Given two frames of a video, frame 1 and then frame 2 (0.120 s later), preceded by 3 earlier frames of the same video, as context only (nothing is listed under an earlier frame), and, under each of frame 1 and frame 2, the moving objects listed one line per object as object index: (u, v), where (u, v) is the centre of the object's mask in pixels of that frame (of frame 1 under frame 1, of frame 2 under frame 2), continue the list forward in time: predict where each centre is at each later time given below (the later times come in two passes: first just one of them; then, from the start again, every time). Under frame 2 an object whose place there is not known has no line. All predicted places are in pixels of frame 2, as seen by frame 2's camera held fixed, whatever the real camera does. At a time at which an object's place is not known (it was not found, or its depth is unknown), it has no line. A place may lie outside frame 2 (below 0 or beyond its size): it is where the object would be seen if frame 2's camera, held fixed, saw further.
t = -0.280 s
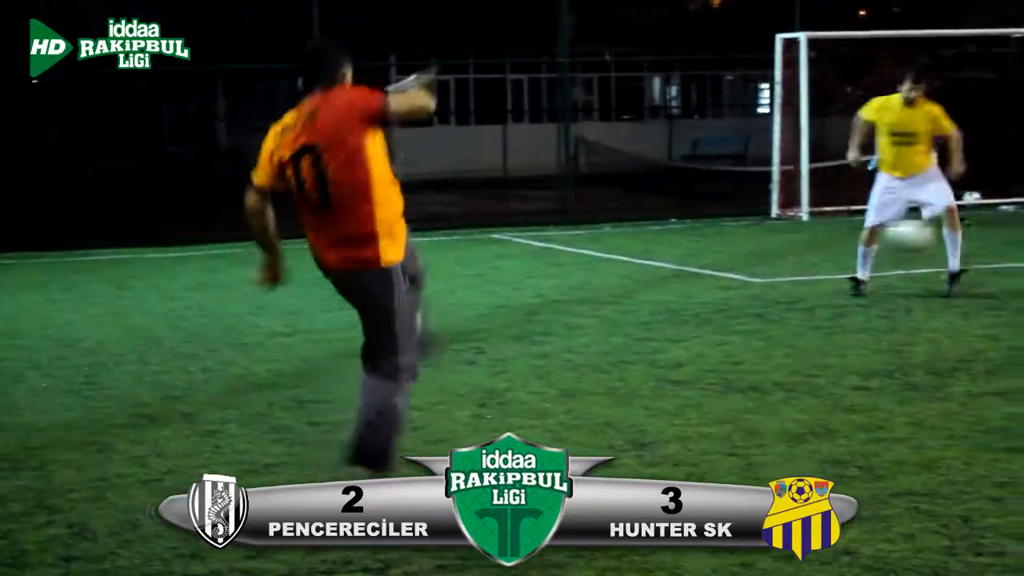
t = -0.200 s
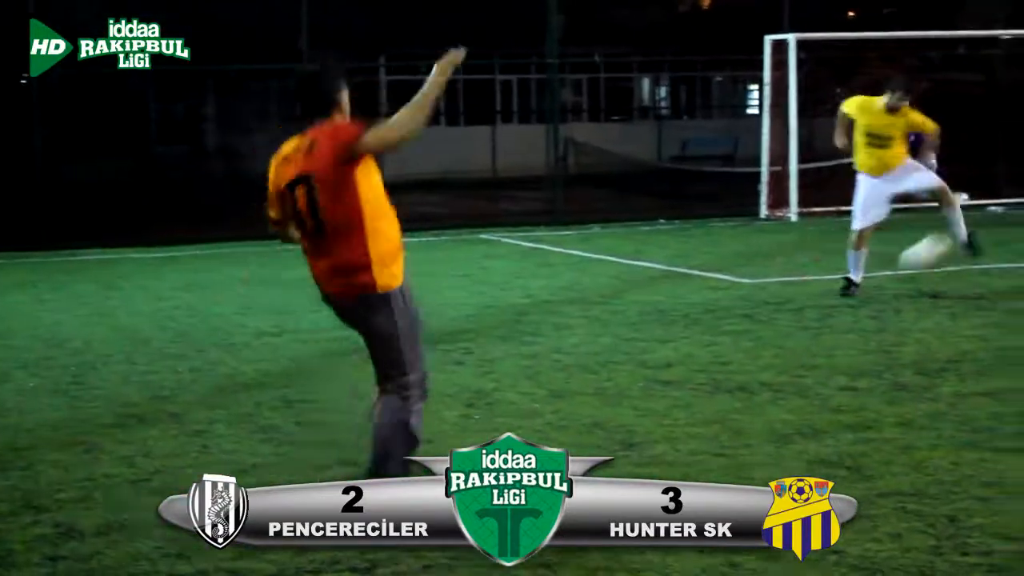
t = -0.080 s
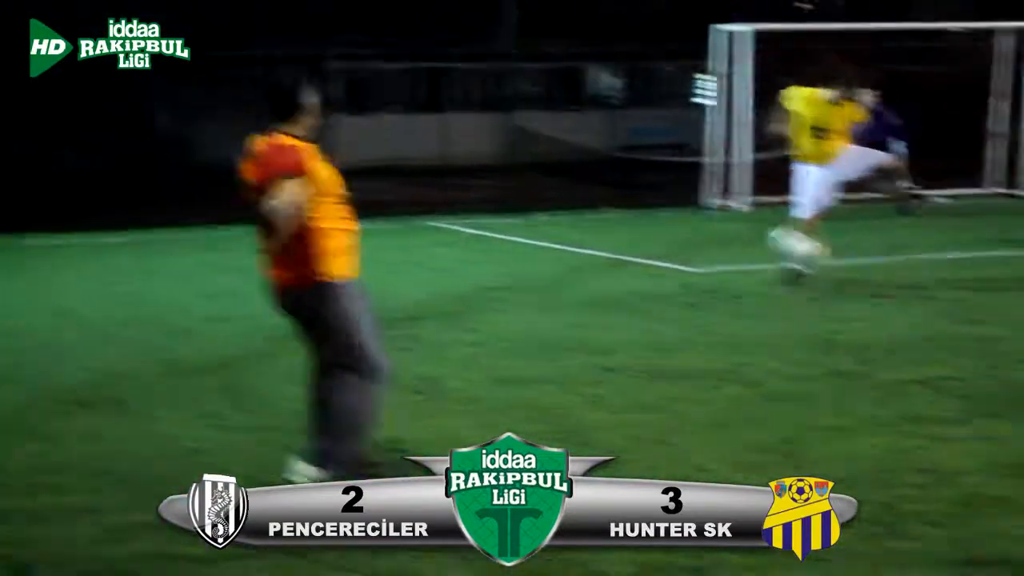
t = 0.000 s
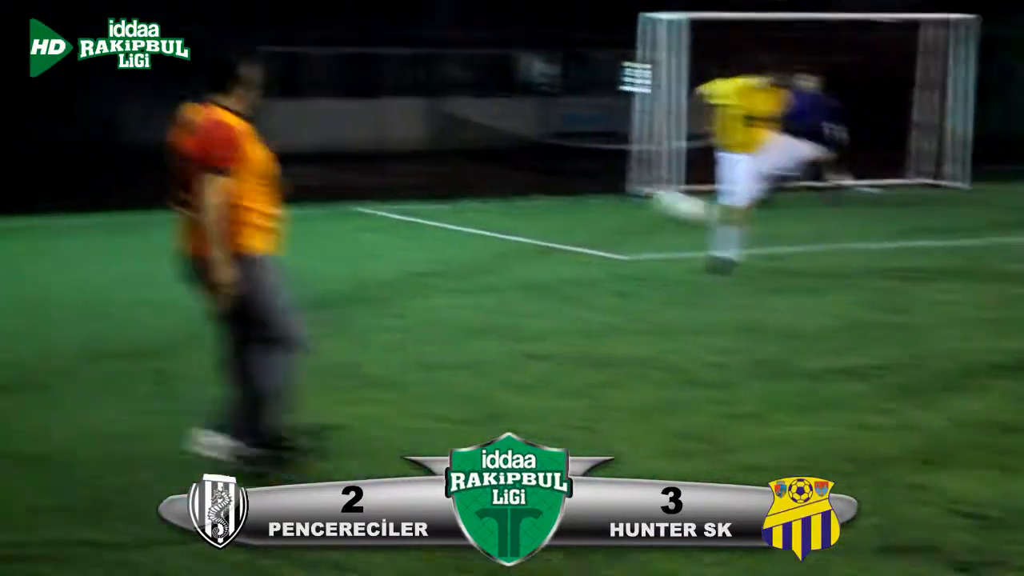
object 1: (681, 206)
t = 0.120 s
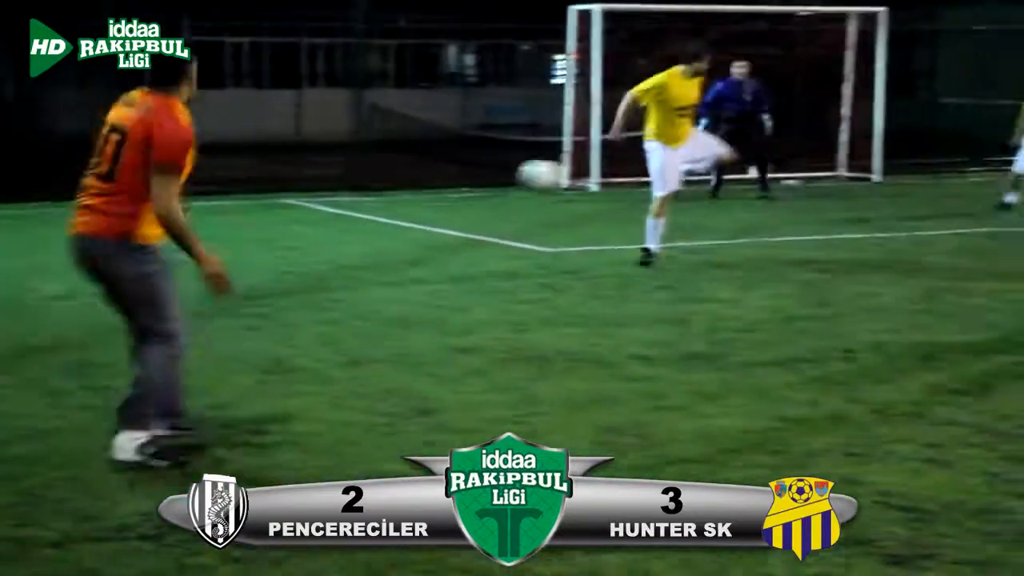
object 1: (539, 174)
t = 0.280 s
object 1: (441, 177)
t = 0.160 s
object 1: (516, 173)
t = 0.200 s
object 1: (491, 171)
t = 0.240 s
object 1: (466, 173)
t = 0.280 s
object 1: (441, 177)
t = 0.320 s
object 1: (415, 183)
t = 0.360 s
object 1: (392, 193)
